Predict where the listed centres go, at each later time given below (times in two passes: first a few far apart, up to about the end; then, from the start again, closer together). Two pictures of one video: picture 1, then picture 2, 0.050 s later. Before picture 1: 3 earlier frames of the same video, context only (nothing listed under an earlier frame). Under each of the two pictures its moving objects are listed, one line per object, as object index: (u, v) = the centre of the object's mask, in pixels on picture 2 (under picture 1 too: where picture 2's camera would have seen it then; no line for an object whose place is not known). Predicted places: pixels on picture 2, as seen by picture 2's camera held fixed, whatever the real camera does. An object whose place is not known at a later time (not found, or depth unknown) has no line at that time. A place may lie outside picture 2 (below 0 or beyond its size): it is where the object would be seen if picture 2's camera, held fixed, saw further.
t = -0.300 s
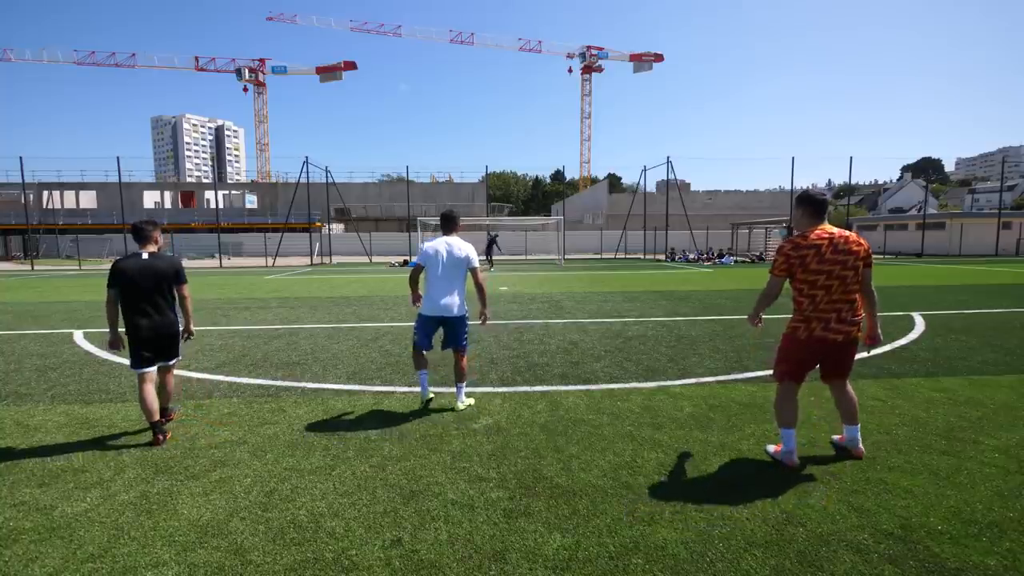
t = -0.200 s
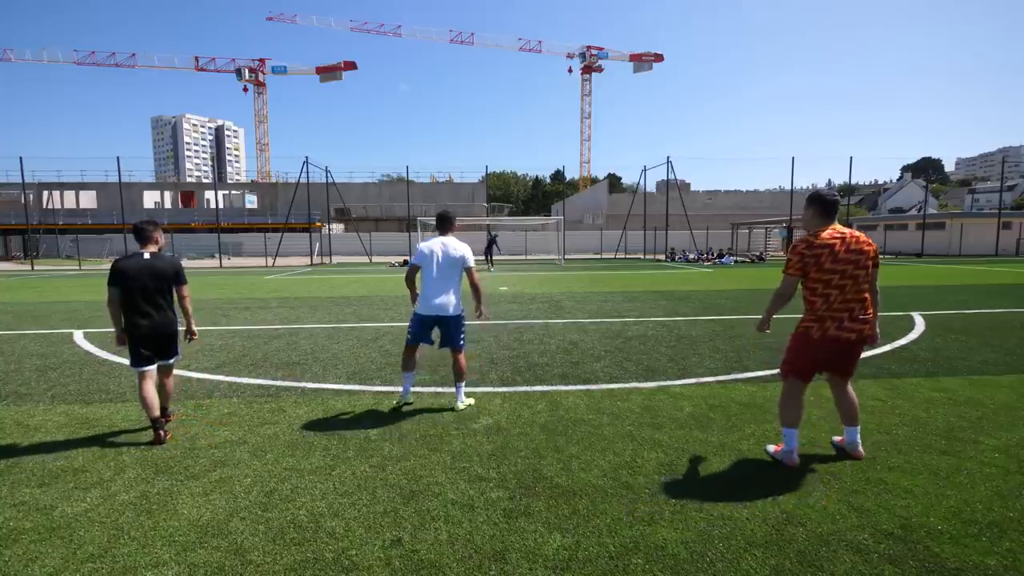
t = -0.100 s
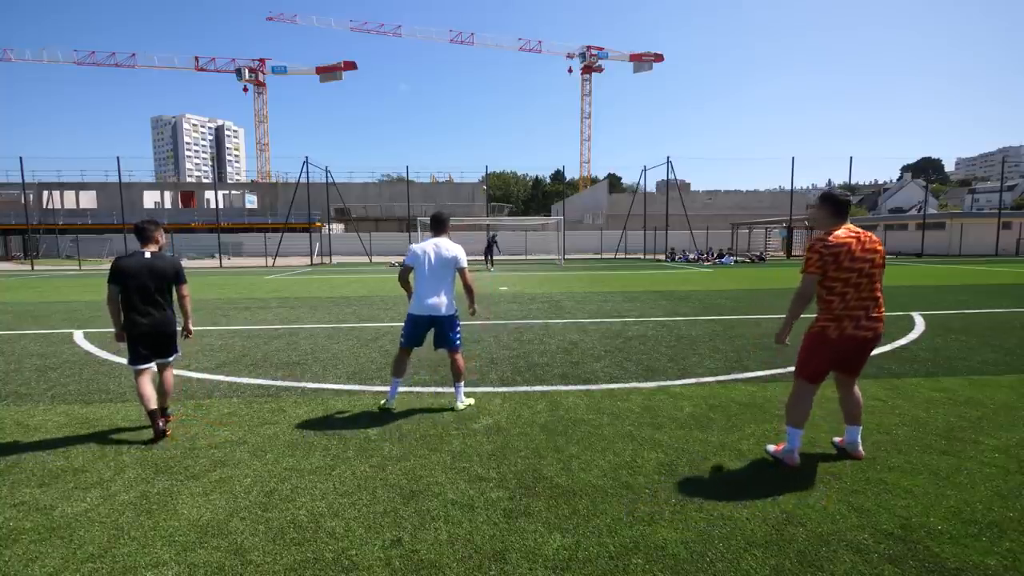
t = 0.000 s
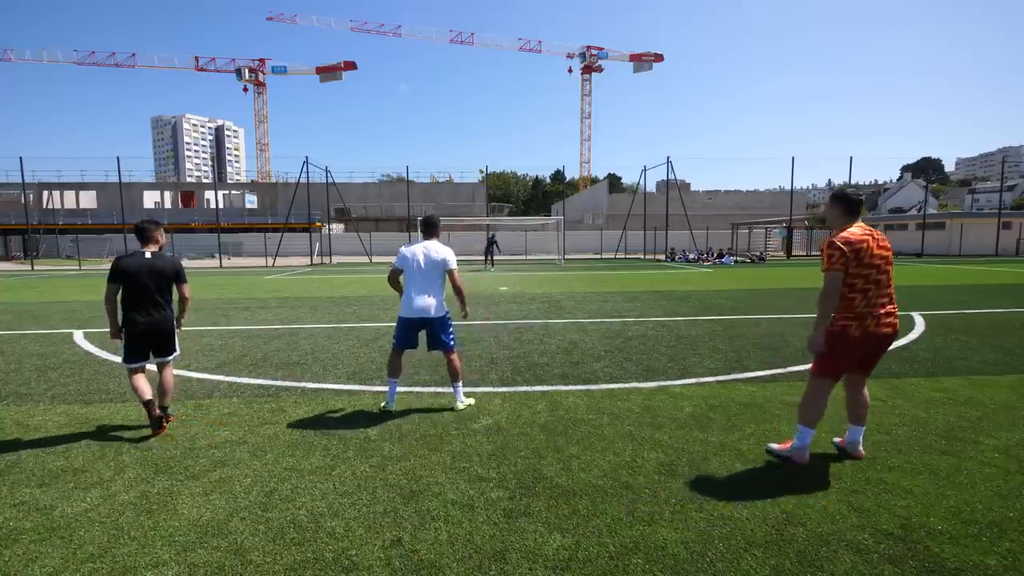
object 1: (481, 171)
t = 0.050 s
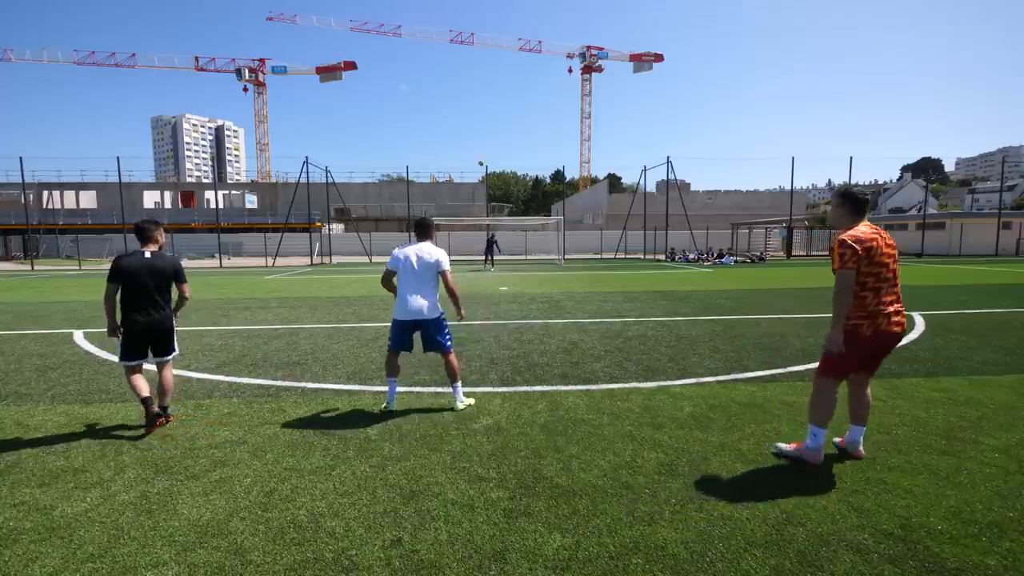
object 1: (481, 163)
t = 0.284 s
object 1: (475, 126)
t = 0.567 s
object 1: (463, 89)
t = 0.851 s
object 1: (441, 68)
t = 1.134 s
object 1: (402, 74)
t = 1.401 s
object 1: (335, 132)
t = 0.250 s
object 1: (476, 131)
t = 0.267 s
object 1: (475, 128)
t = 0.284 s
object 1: (475, 126)
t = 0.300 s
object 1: (474, 123)
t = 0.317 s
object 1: (473, 121)
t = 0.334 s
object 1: (473, 119)
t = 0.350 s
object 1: (473, 116)
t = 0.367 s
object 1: (472, 114)
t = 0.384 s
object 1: (471, 112)
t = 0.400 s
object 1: (470, 109)
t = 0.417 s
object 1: (469, 107)
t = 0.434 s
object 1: (469, 105)
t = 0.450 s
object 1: (468, 103)
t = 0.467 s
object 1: (467, 101)
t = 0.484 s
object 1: (467, 98)
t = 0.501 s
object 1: (466, 97)
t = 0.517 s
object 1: (465, 94)
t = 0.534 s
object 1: (464, 93)
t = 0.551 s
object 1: (463, 91)
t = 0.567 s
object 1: (463, 89)
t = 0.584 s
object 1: (462, 87)
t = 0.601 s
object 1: (460, 86)
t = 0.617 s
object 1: (459, 84)
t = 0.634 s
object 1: (458, 82)
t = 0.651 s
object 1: (458, 81)
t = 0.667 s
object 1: (456, 79)
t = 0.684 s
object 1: (455, 78)
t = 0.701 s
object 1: (454, 77)
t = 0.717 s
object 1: (453, 75)
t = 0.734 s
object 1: (451, 74)
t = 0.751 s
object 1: (450, 73)
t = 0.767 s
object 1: (449, 72)
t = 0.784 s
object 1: (447, 71)
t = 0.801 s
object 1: (446, 70)
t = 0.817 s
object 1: (444, 69)
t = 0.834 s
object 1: (442, 68)
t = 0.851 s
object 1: (441, 68)
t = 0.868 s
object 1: (440, 67)
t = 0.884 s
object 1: (438, 67)
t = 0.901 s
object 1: (436, 66)
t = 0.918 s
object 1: (434, 66)
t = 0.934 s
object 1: (432, 66)
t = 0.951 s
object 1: (430, 66)
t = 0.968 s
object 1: (428, 66)
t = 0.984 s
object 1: (426, 66)
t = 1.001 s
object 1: (423, 66)
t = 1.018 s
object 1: (421, 67)
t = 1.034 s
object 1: (419, 67)
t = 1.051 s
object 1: (416, 68)
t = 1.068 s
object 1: (414, 69)
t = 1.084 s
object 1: (411, 70)
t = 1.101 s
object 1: (408, 71)
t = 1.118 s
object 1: (405, 72)
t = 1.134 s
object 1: (402, 74)
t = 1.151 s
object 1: (399, 75)
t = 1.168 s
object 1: (396, 77)
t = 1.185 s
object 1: (393, 79)
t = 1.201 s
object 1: (389, 82)
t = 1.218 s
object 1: (386, 84)
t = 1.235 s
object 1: (382, 87)
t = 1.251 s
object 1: (378, 90)
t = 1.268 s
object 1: (374, 94)
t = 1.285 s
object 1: (370, 97)
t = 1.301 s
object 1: (365, 101)
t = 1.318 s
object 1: (361, 105)
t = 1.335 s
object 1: (356, 109)
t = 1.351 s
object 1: (351, 114)
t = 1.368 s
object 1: (346, 120)
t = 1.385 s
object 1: (341, 126)
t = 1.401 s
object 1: (335, 132)
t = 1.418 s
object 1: (329, 138)
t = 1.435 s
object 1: (322, 145)
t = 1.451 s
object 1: (315, 153)
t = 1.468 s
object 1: (309, 160)
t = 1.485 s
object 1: (301, 169)
